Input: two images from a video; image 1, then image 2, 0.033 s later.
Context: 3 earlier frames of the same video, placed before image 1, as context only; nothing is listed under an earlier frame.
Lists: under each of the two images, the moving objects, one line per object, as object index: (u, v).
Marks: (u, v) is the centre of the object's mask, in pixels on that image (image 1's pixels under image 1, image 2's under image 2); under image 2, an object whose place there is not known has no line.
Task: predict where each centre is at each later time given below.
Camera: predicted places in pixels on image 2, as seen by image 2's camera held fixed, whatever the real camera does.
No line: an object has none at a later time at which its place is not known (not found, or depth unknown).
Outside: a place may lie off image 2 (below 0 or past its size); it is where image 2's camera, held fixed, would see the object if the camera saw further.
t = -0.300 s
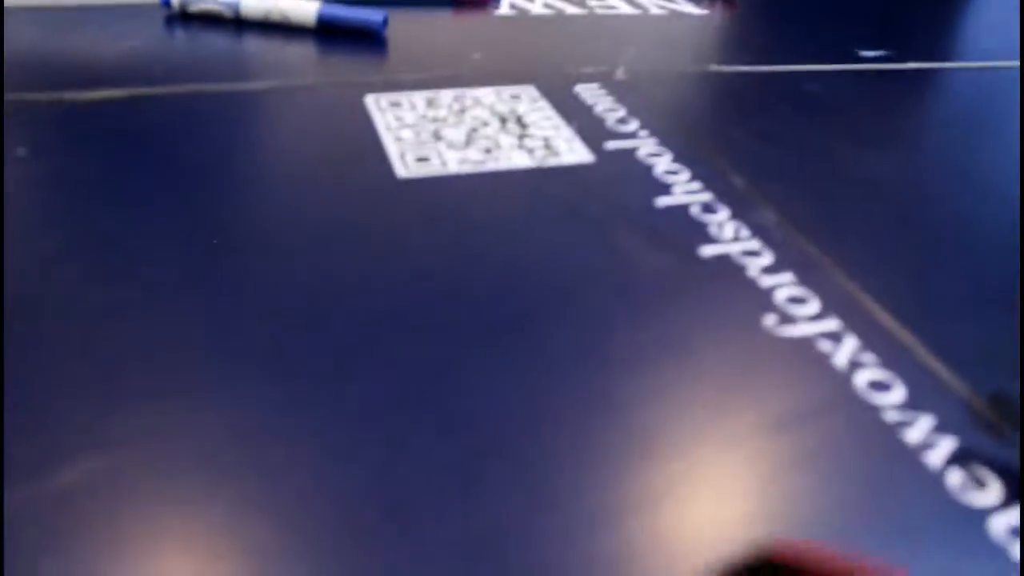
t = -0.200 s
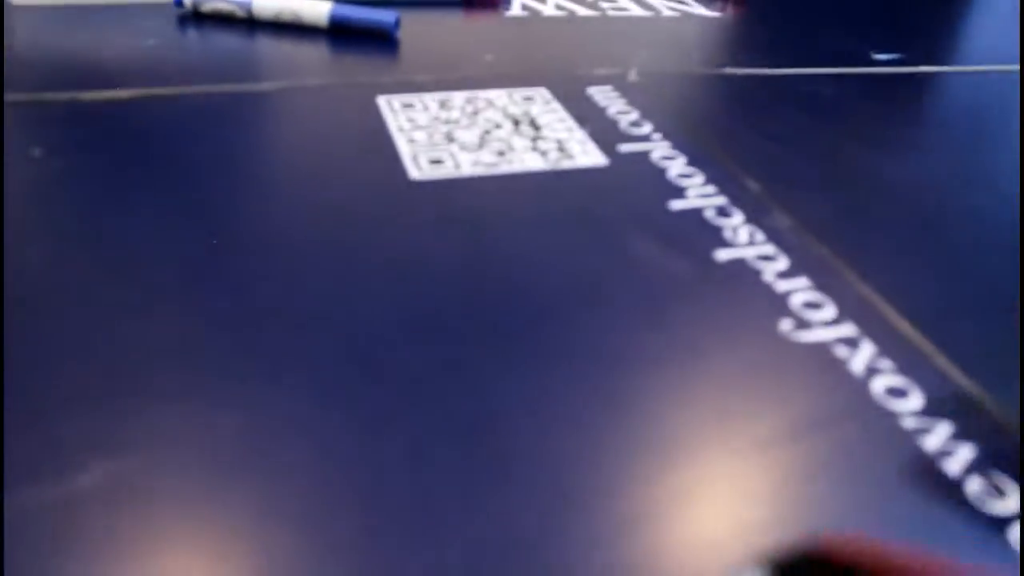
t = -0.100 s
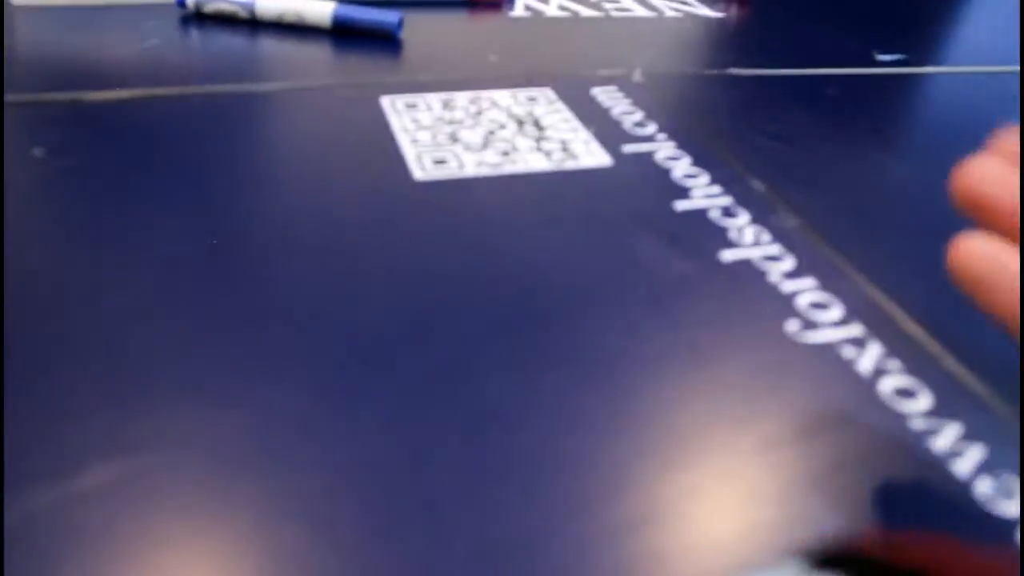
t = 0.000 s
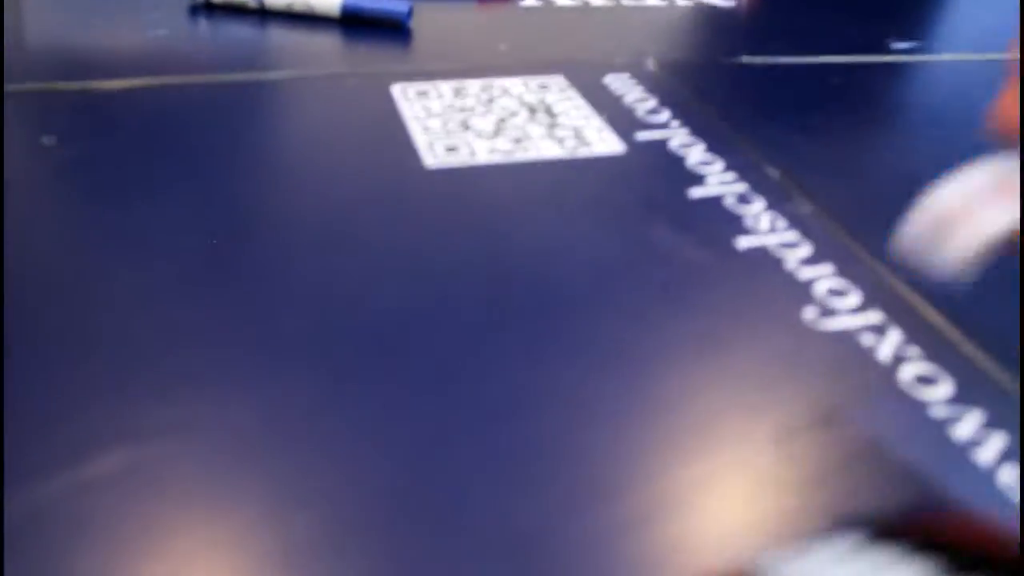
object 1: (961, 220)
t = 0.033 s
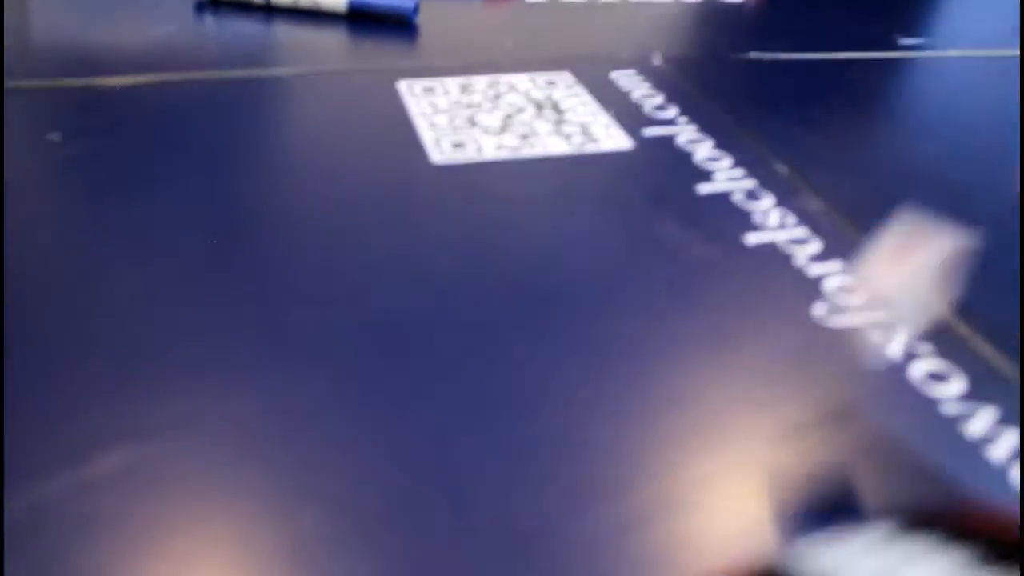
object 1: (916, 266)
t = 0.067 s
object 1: (807, 374)
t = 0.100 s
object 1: (735, 366)
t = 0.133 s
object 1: (655, 385)
